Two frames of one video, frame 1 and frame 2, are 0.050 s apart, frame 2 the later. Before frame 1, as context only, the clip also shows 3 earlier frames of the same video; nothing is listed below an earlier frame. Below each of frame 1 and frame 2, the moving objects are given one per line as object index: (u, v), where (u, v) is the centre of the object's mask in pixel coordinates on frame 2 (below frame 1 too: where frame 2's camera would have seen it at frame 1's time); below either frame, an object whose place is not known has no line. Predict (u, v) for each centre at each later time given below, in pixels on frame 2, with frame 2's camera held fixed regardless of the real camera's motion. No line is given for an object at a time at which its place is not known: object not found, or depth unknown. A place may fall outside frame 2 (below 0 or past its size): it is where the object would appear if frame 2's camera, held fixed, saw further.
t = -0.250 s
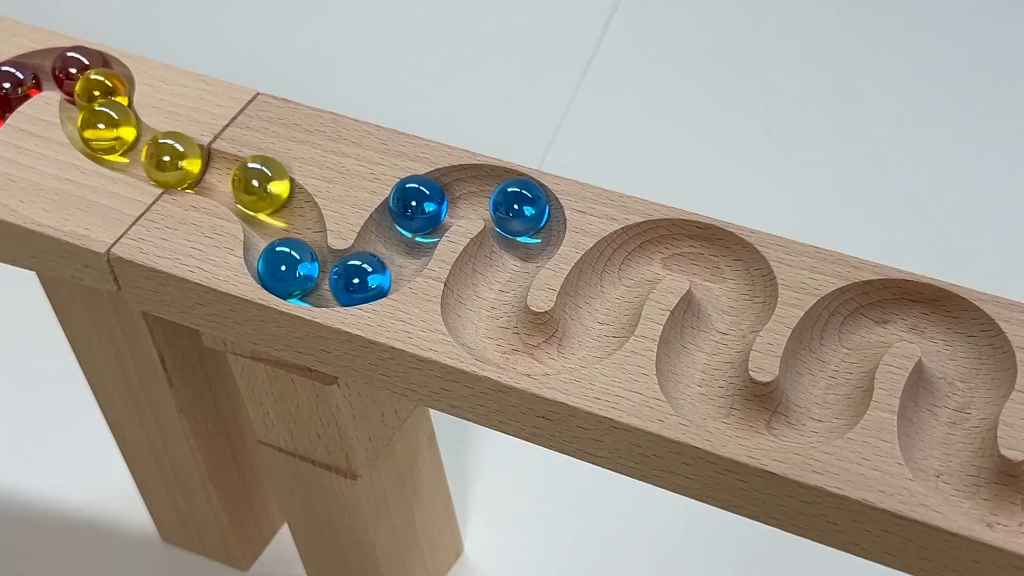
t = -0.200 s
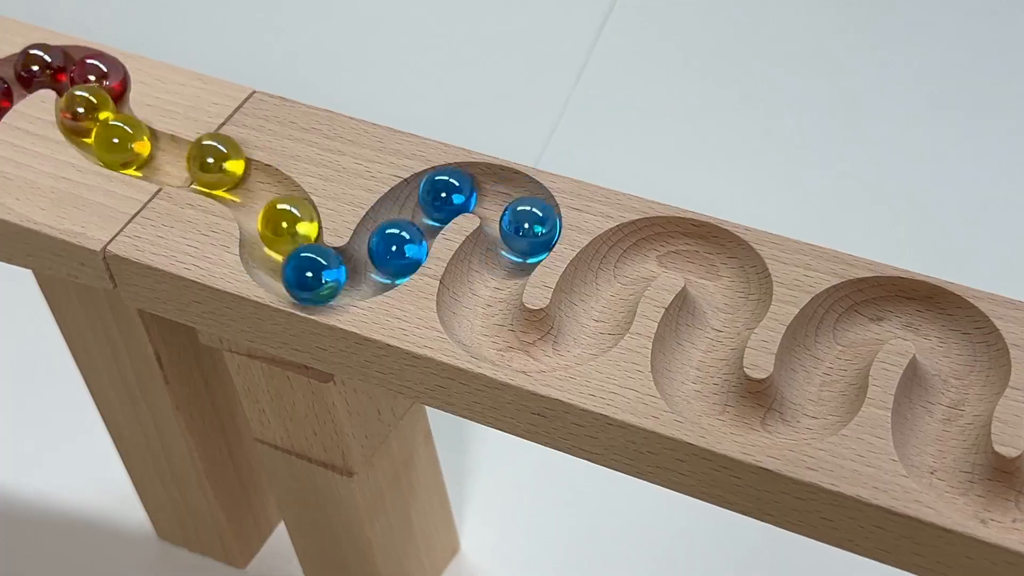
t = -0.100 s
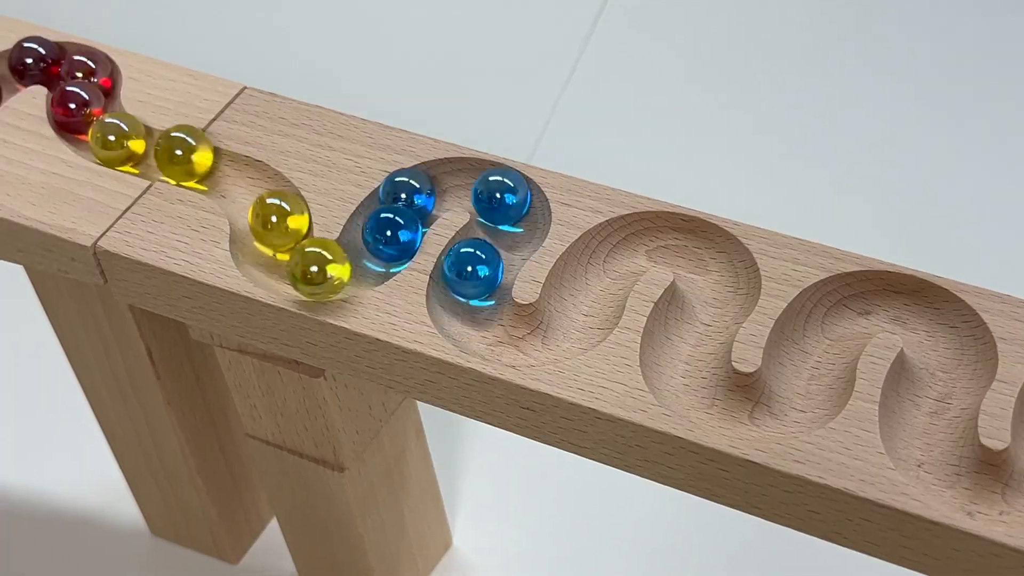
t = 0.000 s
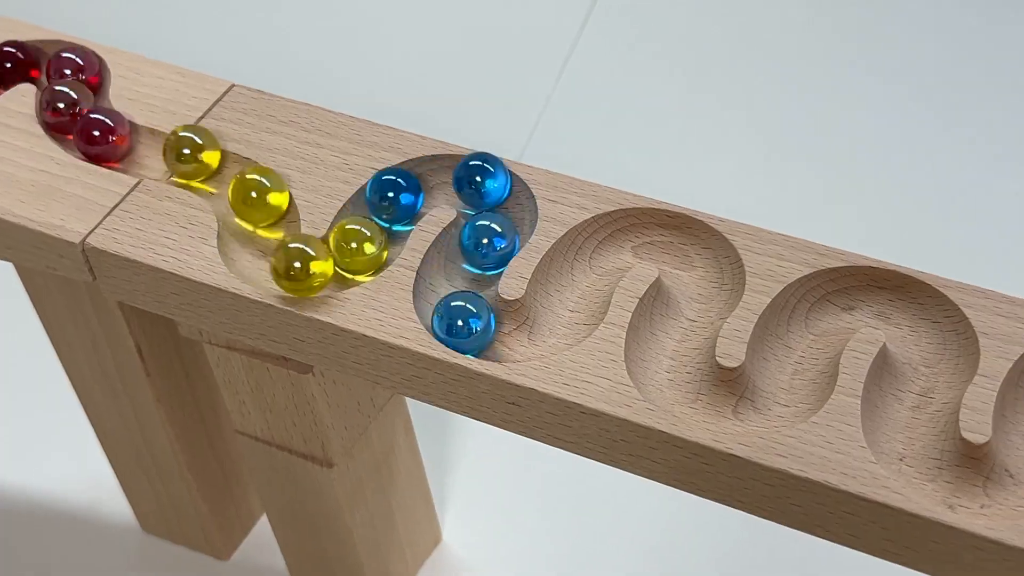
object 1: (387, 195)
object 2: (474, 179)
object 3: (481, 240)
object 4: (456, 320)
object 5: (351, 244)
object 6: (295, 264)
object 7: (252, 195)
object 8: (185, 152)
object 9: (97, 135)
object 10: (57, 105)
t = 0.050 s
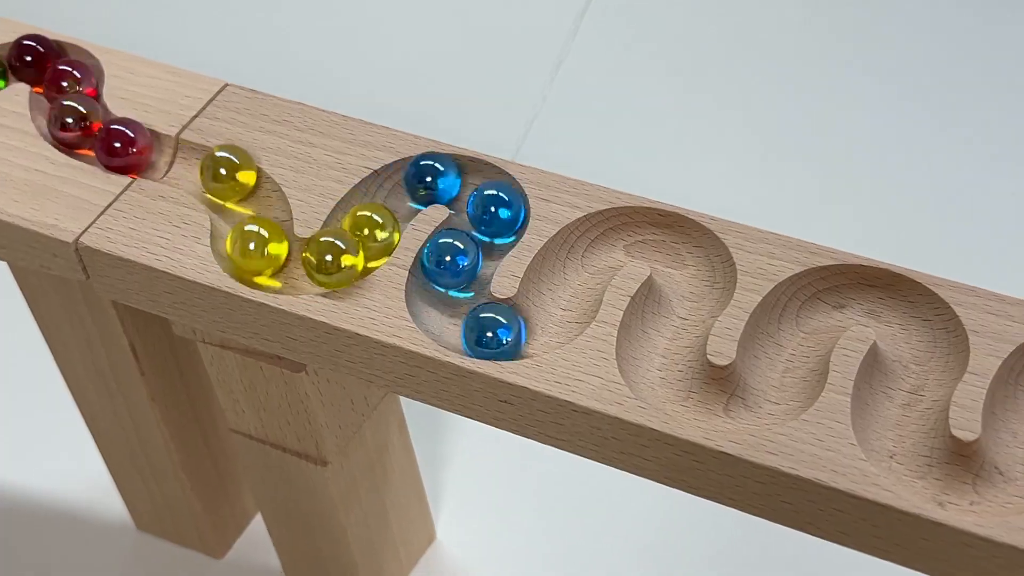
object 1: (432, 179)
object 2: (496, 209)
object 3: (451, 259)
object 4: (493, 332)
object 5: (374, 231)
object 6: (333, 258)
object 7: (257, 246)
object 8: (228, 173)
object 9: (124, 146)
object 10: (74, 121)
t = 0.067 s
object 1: (448, 175)
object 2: (498, 218)
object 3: (448, 267)
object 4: (510, 332)
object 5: (377, 224)
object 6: (341, 258)
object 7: (255, 258)
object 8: (241, 185)
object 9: (138, 148)
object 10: (85, 125)
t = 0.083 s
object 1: (462, 174)
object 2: (495, 227)
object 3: (450, 277)
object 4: (527, 330)
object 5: (379, 218)
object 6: (345, 257)
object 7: (262, 260)
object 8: (252, 200)
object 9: (154, 150)
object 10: (94, 130)
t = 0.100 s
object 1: (475, 180)
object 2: (487, 237)
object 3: (451, 286)
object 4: (543, 325)
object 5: (379, 210)
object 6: (343, 252)
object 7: (276, 262)
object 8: (258, 212)
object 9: (170, 151)
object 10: (103, 136)
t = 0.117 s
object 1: (485, 191)
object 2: (476, 245)
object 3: (453, 296)
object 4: (555, 317)
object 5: (380, 200)
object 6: (346, 245)
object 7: (292, 264)
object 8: (258, 228)
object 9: (186, 153)
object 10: (111, 141)
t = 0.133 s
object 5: (385, 194)
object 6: (354, 241)
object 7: (310, 266)
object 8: (258, 254)
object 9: (201, 157)
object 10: (121, 145)
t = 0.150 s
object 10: (134, 148)
